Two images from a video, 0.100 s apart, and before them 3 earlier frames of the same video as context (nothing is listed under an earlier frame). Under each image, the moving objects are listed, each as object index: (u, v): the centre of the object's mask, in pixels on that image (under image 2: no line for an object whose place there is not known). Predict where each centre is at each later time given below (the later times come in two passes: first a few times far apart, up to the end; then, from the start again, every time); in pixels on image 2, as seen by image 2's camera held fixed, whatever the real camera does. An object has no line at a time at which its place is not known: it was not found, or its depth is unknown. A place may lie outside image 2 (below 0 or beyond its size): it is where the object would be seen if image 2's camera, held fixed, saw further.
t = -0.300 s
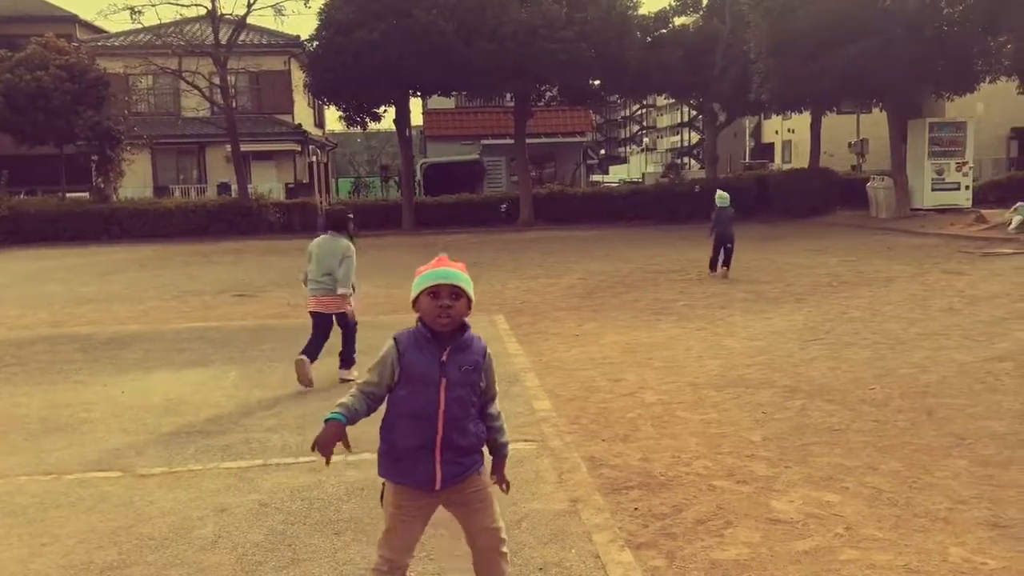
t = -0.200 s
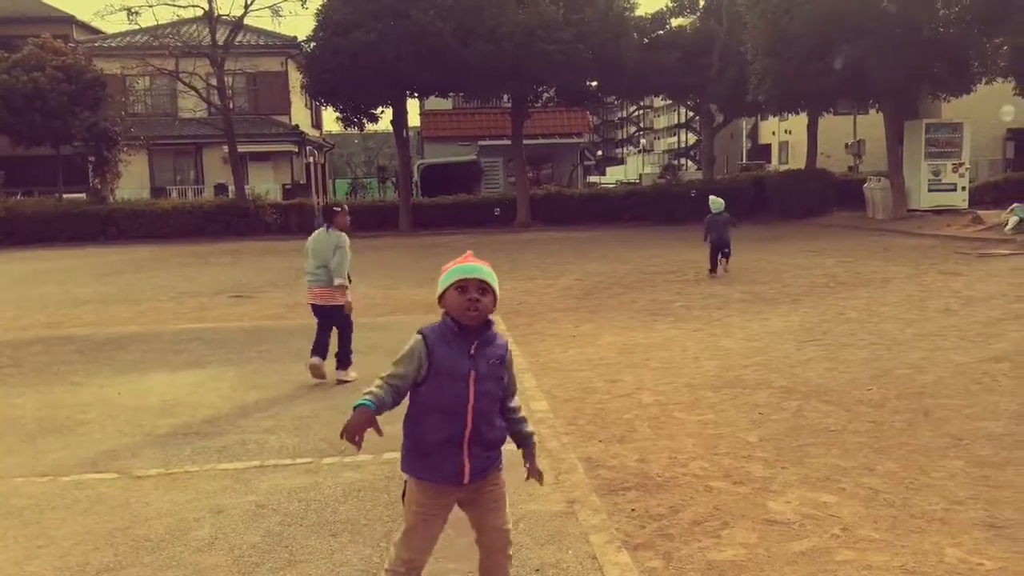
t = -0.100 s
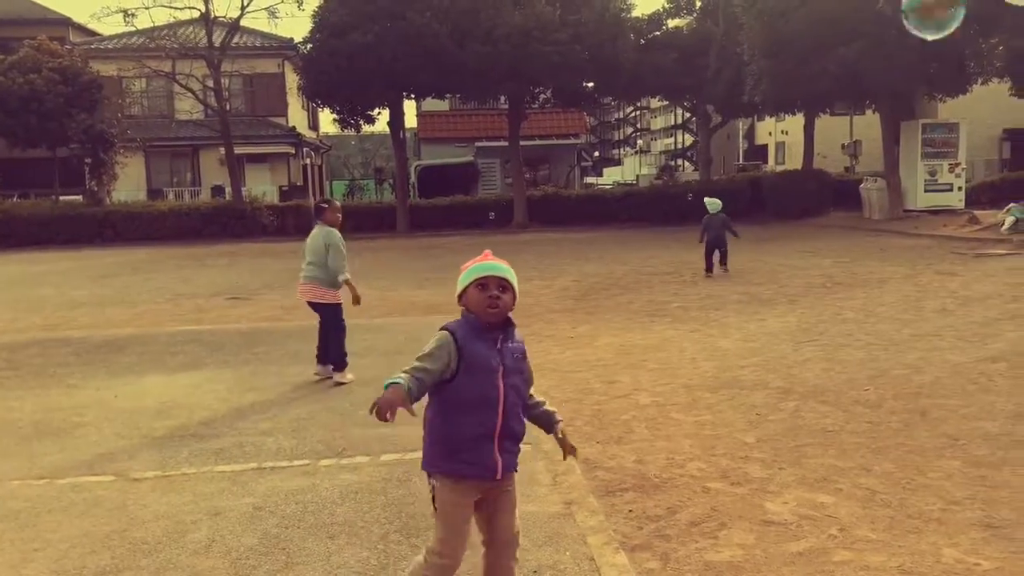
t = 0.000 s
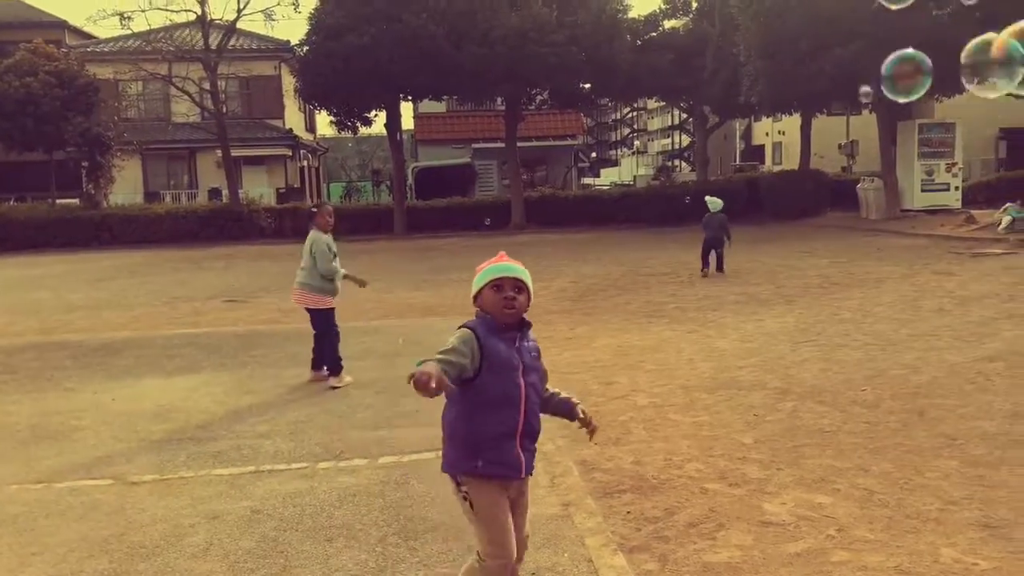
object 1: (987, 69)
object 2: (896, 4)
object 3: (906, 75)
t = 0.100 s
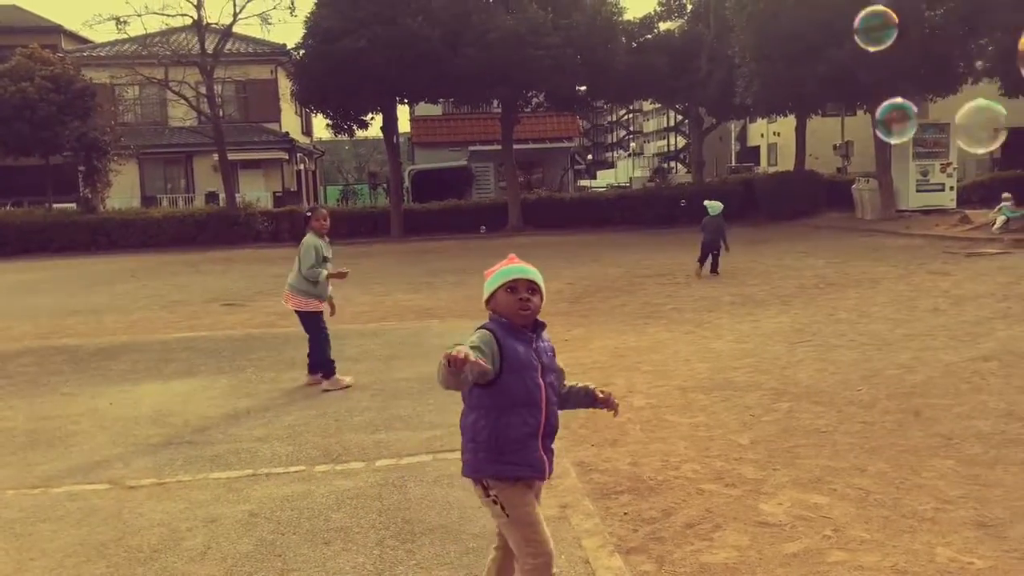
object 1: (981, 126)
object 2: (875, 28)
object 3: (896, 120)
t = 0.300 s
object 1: (999, 187)
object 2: (864, 66)
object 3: (878, 162)
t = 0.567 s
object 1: (995, 219)
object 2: (889, 100)
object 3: (889, 188)
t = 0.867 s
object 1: (1008, 231)
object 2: (935, 114)
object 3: (959, 191)
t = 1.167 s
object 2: (1000, 126)
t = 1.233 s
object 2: (1019, 124)
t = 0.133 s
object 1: (981, 141)
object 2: (871, 36)
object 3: (894, 130)
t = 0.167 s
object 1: (983, 155)
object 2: (868, 43)
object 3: (893, 139)
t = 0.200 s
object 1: (988, 165)
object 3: (891, 146)
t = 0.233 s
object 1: (992, 174)
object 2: (865, 54)
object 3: (888, 152)
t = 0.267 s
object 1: (996, 181)
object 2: (864, 60)
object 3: (883, 157)
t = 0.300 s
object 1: (999, 187)
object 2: (864, 66)
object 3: (878, 162)
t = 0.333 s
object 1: (1000, 192)
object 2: (865, 71)
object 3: (874, 165)
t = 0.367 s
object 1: (999, 197)
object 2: (867, 76)
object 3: (871, 170)
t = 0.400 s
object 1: (998, 201)
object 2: (870, 81)
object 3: (870, 174)
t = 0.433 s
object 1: (997, 206)
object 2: (873, 86)
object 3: (870, 178)
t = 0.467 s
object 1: (995, 211)
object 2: (876, 92)
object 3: (871, 182)
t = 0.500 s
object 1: (995, 214)
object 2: (881, 96)
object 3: (877, 185)
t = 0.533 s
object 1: (995, 217)
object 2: (885, 99)
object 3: (883, 187)
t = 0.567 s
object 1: (995, 219)
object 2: (889, 100)
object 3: (889, 188)
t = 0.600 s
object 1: (995, 221)
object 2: (893, 101)
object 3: (895, 189)
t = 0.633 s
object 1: (997, 222)
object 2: (898, 102)
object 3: (903, 190)
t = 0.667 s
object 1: (997, 223)
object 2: (901, 103)
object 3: (910, 190)
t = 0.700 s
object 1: (998, 223)
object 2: (906, 104)
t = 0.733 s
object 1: (1000, 224)
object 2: (910, 105)
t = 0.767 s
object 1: (1002, 226)
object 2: (916, 107)
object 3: (932, 190)
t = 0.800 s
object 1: (1003, 227)
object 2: (921, 110)
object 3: (938, 191)
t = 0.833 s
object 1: (1006, 229)
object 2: (927, 112)
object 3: (949, 192)
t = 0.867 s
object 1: (1008, 231)
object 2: (935, 114)
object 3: (959, 191)
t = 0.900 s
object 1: (1010, 234)
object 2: (940, 116)
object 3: (970, 191)
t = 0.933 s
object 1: (1011, 237)
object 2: (947, 119)
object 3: (981, 190)
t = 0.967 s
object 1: (1015, 239)
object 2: (953, 120)
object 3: (992, 188)
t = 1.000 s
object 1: (1016, 242)
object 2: (964, 121)
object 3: (1001, 188)
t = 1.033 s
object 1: (1020, 245)
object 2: (972, 121)
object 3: (1011, 186)
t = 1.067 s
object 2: (980, 122)
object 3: (1022, 184)
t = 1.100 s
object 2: (988, 122)
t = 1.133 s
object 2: (997, 123)
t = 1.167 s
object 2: (1000, 126)
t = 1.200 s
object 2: (1017, 122)
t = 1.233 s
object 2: (1019, 124)
